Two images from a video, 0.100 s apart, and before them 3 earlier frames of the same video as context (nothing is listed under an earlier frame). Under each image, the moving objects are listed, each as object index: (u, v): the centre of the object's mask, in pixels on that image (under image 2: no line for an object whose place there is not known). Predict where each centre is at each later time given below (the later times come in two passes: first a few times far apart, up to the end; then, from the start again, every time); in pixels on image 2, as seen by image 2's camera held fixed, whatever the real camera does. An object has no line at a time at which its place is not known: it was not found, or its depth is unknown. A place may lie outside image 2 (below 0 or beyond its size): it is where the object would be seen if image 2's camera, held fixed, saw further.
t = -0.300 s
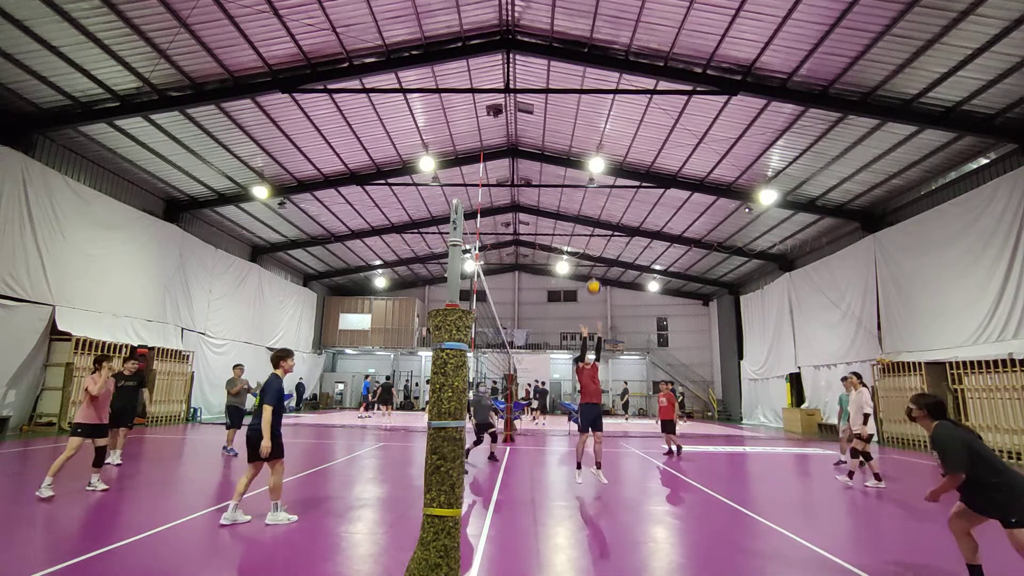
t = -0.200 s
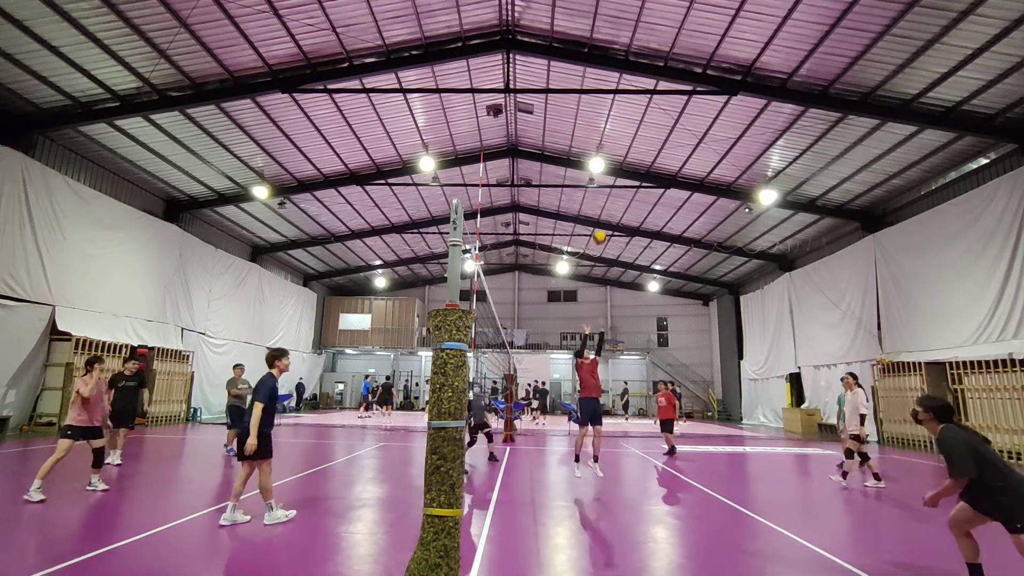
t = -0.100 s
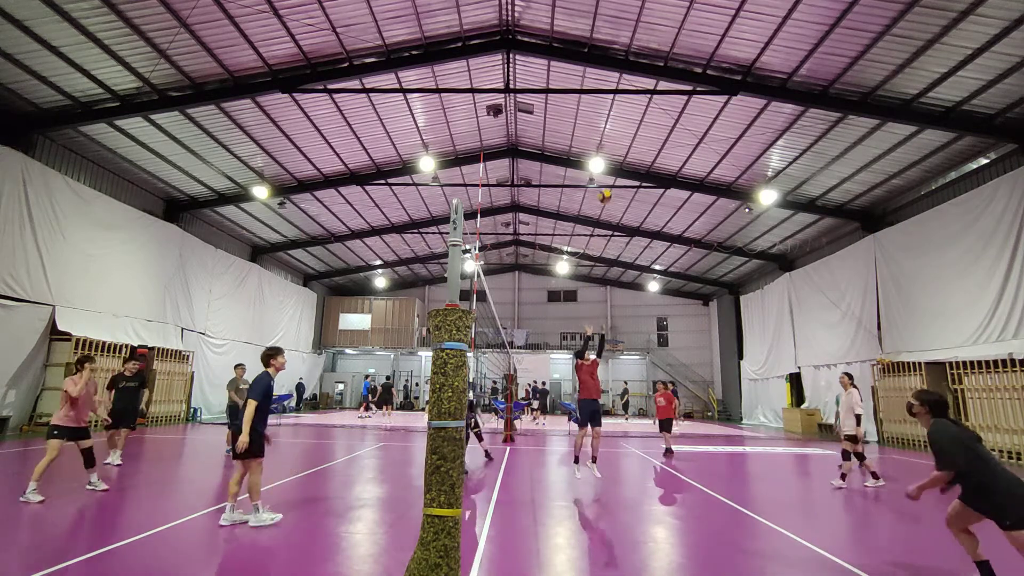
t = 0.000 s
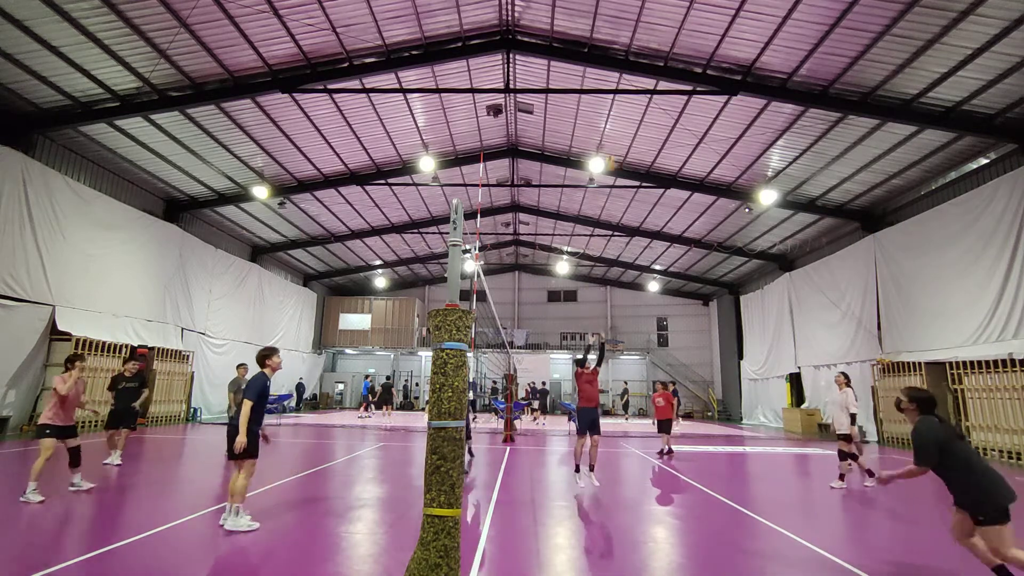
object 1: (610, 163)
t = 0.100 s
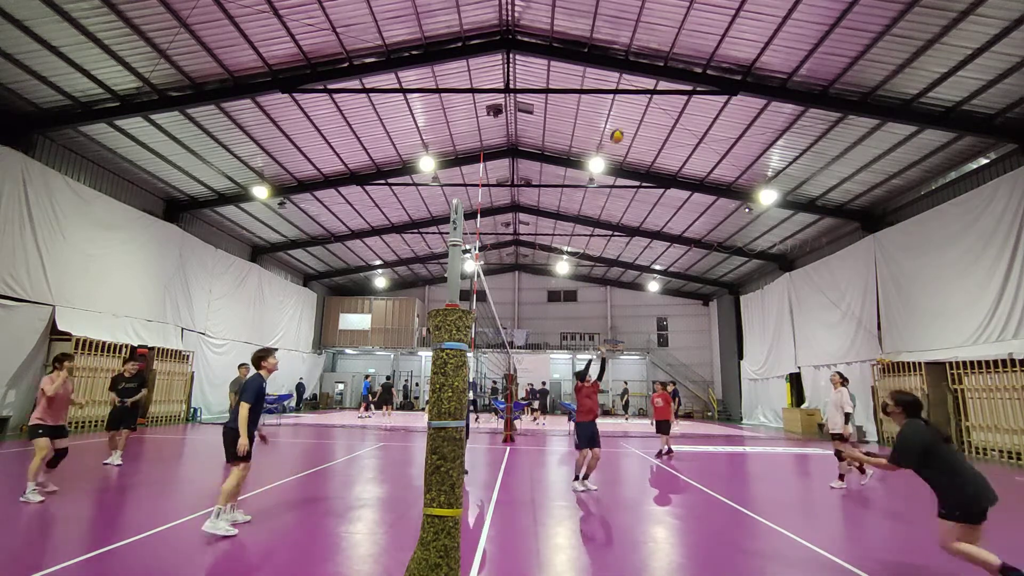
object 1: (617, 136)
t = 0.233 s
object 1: (625, 109)
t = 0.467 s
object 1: (640, 89)
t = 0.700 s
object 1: (657, 103)
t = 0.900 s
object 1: (675, 144)
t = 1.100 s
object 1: (693, 215)
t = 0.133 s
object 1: (619, 128)
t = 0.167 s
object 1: (621, 121)
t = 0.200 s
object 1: (623, 115)
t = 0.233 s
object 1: (625, 109)
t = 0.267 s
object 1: (627, 104)
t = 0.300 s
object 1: (630, 99)
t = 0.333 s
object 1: (632, 95)
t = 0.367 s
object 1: (633, 93)
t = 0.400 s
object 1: (635, 92)
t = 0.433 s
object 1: (638, 90)
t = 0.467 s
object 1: (640, 89)
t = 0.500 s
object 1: (642, 90)
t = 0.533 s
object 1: (644, 90)
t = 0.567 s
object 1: (647, 91)
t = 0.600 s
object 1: (649, 93)
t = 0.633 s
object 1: (652, 95)
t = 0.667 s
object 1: (655, 99)
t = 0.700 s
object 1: (657, 103)
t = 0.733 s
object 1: (660, 109)
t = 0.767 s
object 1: (663, 114)
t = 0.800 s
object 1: (666, 120)
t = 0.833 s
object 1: (669, 128)
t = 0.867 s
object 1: (672, 135)
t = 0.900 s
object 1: (675, 144)
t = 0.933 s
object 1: (678, 153)
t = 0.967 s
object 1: (681, 164)
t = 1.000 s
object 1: (683, 177)
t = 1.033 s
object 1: (686, 188)
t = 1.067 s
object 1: (690, 201)
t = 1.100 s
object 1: (693, 215)
